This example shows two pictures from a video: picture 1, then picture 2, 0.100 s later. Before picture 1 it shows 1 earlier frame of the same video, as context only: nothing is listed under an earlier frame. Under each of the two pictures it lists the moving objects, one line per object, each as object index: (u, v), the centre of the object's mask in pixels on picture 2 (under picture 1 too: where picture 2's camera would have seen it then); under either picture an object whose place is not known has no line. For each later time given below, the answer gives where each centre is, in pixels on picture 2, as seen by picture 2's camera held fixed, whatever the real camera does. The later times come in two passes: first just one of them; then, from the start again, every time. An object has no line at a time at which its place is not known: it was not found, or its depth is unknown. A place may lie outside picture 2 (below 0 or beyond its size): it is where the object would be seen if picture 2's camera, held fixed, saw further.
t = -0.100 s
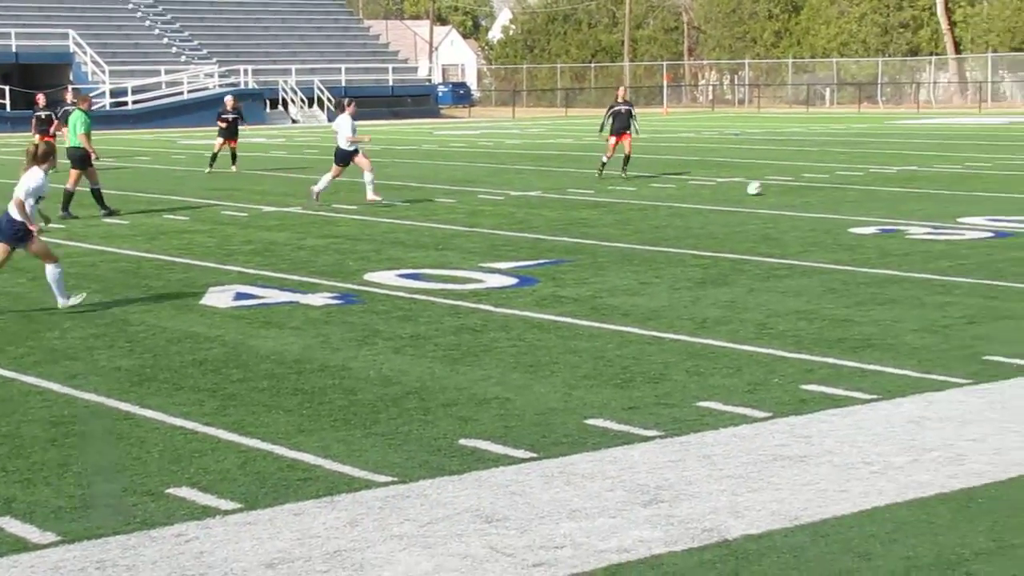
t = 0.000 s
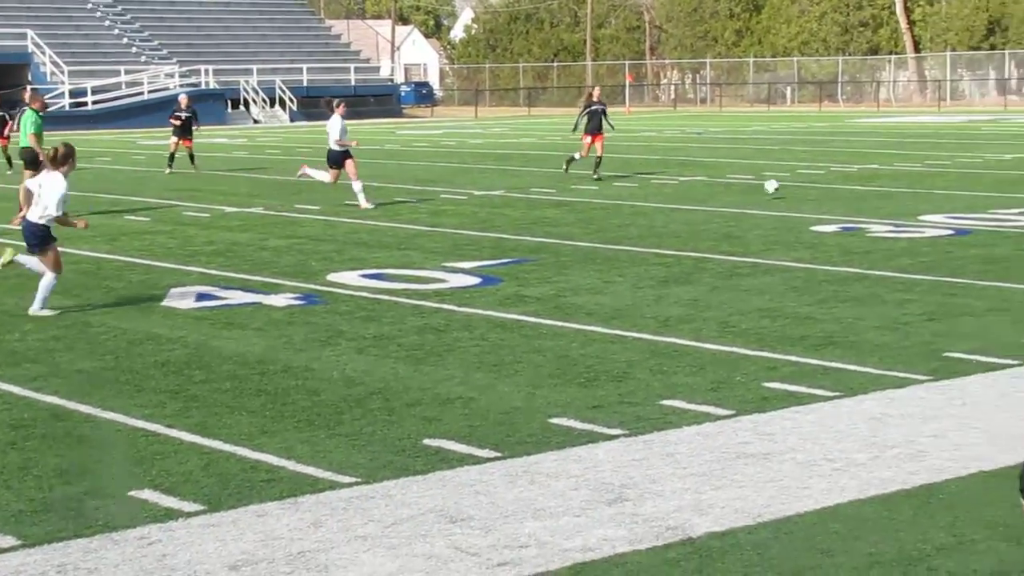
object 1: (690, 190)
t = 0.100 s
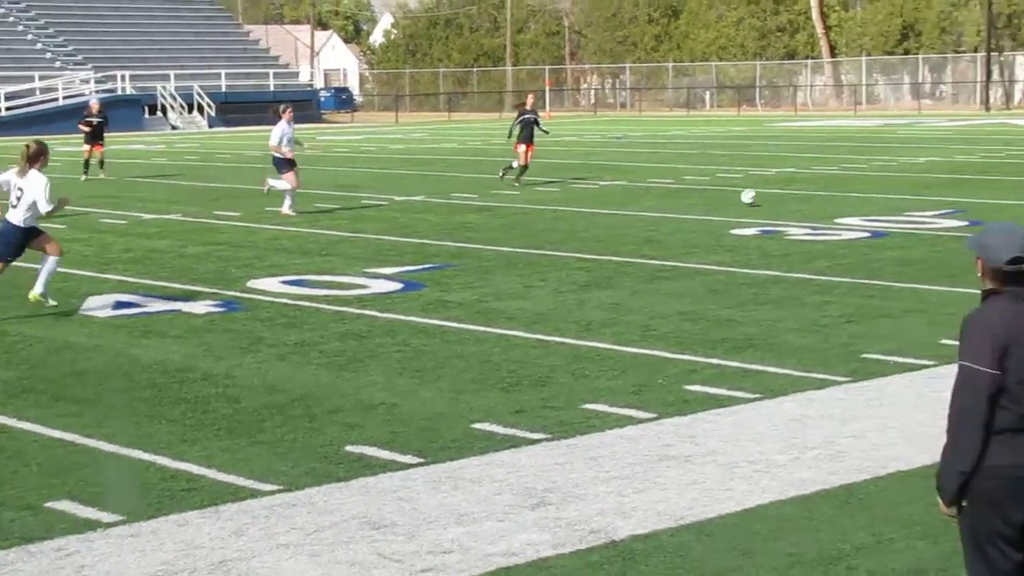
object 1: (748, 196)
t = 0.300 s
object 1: (861, 204)
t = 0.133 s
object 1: (768, 201)
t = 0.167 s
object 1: (787, 201)
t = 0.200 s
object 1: (805, 201)
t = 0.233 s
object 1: (824, 201)
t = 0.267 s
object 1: (843, 202)
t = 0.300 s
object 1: (861, 204)
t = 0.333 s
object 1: (879, 207)
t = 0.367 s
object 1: (895, 206)
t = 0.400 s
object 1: (913, 205)
